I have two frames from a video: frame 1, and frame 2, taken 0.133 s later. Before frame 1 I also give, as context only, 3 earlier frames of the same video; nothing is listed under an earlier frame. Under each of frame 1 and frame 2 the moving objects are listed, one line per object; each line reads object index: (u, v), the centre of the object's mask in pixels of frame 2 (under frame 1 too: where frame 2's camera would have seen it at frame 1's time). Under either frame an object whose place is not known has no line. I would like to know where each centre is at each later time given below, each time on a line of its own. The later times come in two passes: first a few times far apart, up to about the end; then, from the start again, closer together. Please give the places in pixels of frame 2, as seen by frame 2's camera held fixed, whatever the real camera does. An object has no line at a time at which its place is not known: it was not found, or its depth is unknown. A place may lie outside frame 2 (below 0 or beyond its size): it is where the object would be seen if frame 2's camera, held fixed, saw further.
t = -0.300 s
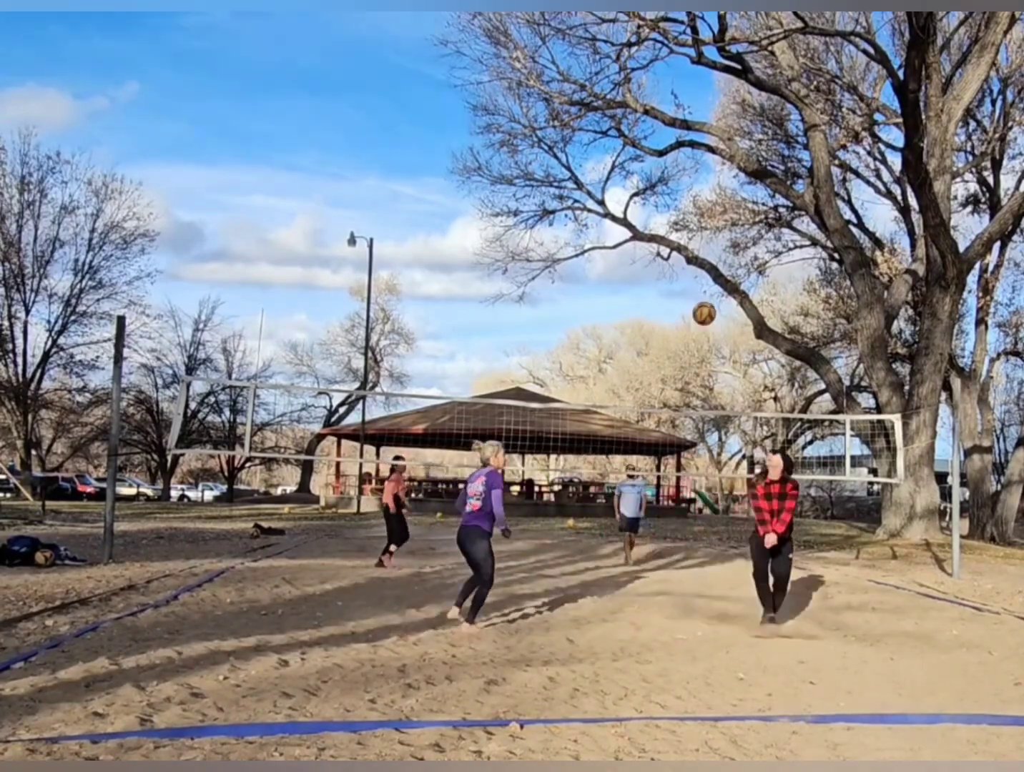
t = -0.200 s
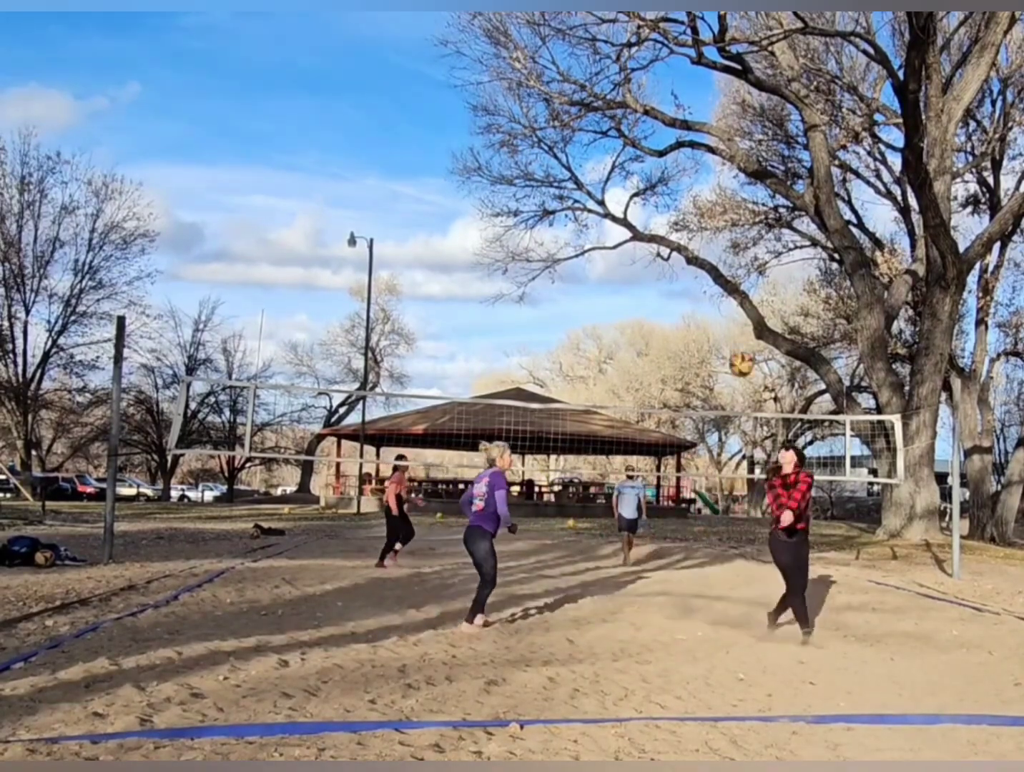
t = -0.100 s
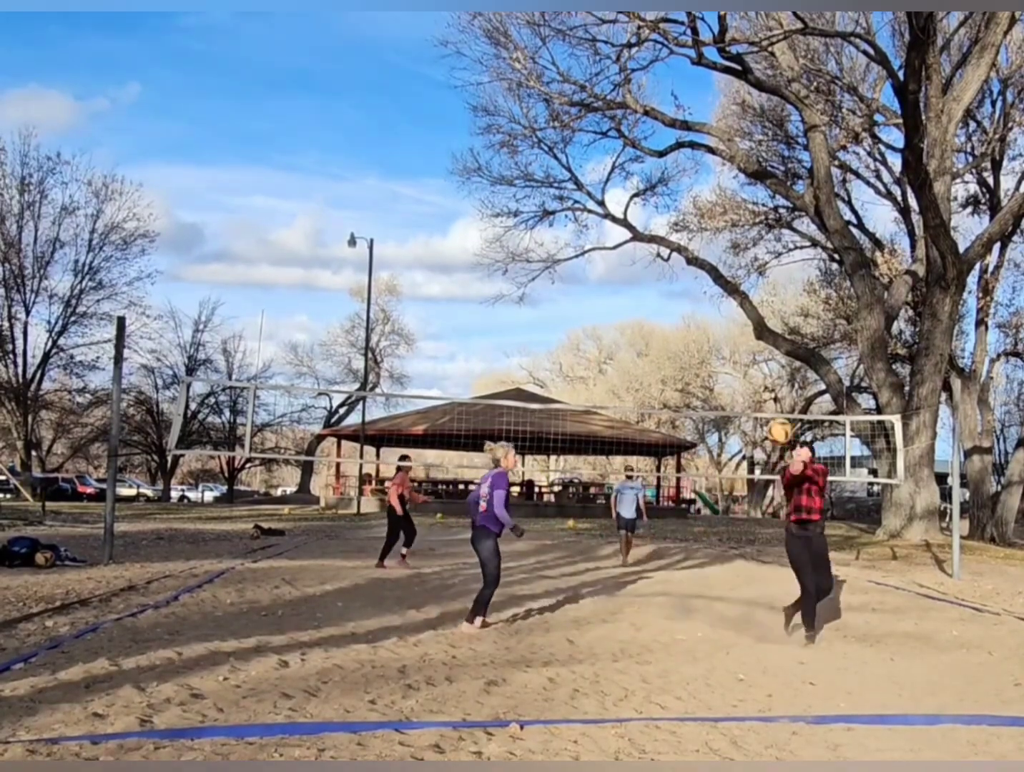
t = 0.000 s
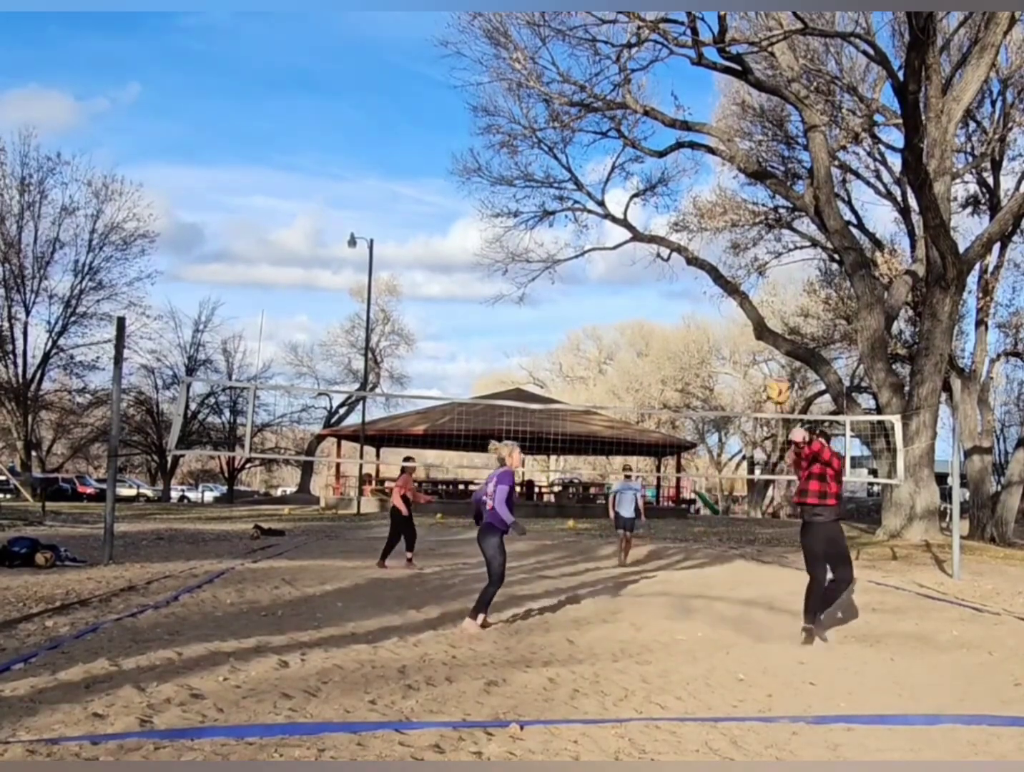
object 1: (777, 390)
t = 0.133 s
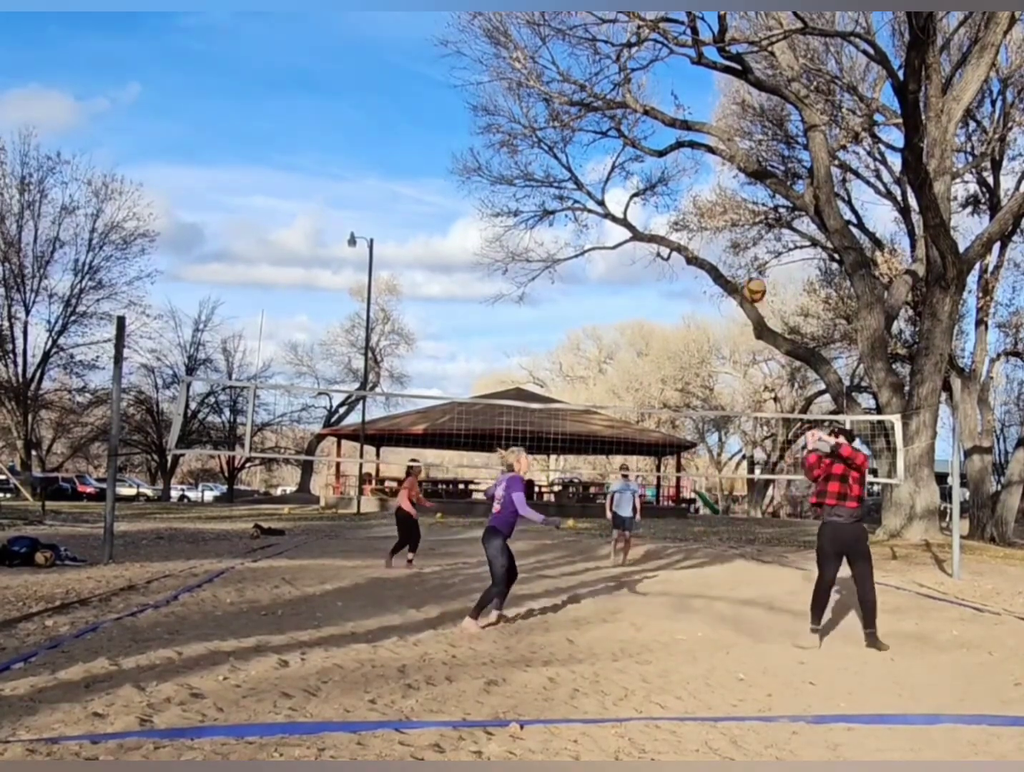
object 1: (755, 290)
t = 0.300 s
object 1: (720, 196)
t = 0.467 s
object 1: (685, 135)
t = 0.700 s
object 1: (636, 108)
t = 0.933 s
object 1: (585, 146)
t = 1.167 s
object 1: (532, 245)
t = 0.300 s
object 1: (720, 196)
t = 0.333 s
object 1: (713, 181)
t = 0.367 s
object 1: (706, 168)
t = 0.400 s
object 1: (700, 156)
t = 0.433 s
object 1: (692, 146)
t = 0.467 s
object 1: (685, 135)
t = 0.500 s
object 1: (678, 128)
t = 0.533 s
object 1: (672, 122)
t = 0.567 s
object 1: (664, 116)
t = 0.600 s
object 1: (657, 112)
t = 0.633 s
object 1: (651, 110)
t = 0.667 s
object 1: (643, 108)
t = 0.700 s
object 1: (636, 108)
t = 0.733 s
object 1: (629, 110)
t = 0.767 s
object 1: (622, 113)
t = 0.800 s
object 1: (616, 115)
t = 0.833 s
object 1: (608, 121)
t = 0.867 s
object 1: (601, 129)
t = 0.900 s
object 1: (593, 137)
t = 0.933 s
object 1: (585, 146)
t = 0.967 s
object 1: (578, 155)
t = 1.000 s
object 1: (570, 168)
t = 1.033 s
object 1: (563, 180)
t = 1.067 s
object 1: (555, 195)
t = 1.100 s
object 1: (548, 210)
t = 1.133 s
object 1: (540, 227)
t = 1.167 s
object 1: (532, 245)
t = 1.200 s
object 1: (524, 265)
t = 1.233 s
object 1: (516, 286)
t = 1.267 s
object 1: (508, 308)
